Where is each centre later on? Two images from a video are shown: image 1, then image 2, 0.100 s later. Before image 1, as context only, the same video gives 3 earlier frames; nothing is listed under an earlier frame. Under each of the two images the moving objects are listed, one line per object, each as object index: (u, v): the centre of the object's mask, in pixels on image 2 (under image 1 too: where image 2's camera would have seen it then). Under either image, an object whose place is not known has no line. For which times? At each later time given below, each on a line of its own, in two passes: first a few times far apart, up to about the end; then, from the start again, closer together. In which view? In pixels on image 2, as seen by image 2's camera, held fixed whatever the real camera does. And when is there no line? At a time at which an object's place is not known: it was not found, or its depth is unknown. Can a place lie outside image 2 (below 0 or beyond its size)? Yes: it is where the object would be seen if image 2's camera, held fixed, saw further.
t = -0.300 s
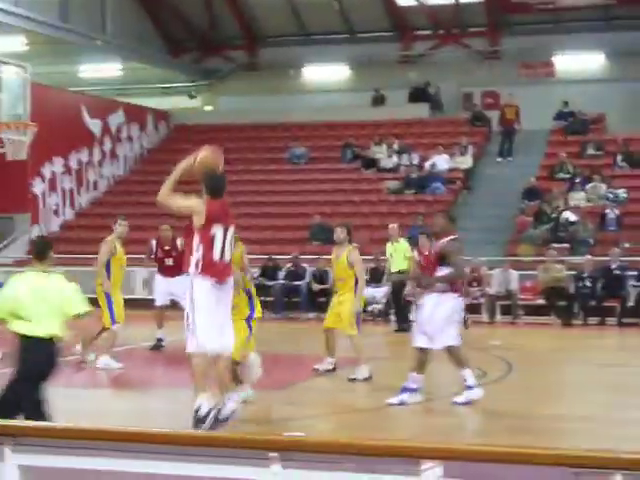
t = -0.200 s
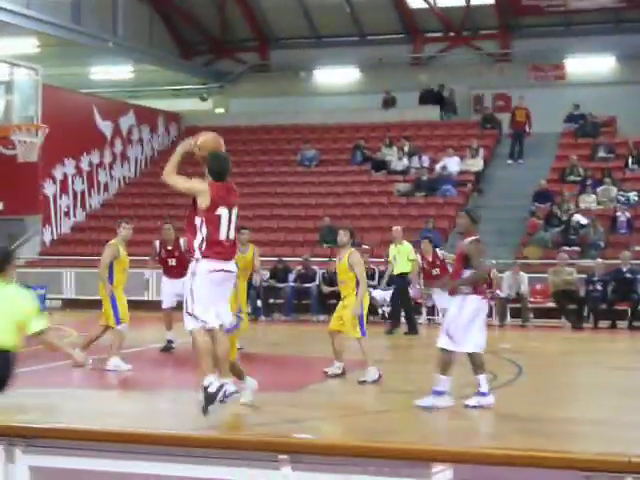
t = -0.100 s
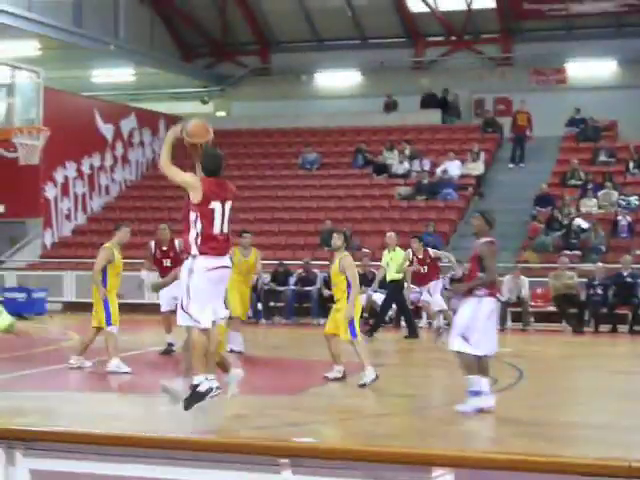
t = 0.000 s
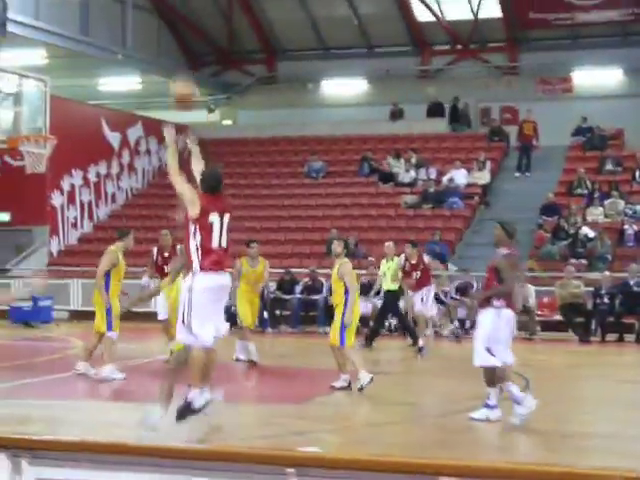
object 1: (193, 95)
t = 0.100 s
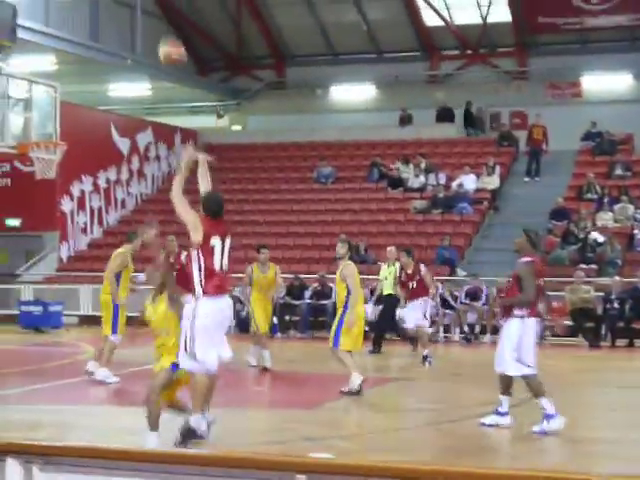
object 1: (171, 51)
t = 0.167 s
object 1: (159, 31)
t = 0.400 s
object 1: (119, 0)
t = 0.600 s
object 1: (87, 8)
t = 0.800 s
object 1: (64, 50)
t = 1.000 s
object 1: (44, 114)
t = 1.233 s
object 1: (63, 162)
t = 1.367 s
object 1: (81, 175)
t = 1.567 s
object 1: (104, 216)
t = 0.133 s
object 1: (165, 41)
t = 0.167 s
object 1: (159, 31)
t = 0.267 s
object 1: (140, 8)
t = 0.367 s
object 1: (125, 0)
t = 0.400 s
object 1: (119, 0)
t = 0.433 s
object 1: (114, -1)
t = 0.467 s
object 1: (109, 1)
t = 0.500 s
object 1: (104, 2)
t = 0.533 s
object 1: (100, 2)
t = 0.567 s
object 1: (93, 4)
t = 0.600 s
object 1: (87, 8)
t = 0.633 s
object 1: (85, 13)
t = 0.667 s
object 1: (81, 18)
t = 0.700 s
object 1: (77, 25)
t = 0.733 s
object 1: (71, 32)
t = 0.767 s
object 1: (71, 42)
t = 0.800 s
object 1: (64, 50)
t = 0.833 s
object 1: (65, 60)
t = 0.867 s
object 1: (58, 71)
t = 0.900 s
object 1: (55, 80)
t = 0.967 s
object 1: (47, 104)
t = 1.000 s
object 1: (44, 114)
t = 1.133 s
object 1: (43, 170)
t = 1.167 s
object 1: (57, 164)
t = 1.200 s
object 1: (62, 160)
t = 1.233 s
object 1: (63, 162)
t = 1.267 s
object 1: (67, 164)
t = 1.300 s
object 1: (72, 168)
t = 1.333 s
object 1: (77, 171)
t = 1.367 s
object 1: (81, 175)
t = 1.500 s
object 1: (99, 200)
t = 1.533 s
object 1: (104, 212)
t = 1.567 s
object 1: (104, 216)
